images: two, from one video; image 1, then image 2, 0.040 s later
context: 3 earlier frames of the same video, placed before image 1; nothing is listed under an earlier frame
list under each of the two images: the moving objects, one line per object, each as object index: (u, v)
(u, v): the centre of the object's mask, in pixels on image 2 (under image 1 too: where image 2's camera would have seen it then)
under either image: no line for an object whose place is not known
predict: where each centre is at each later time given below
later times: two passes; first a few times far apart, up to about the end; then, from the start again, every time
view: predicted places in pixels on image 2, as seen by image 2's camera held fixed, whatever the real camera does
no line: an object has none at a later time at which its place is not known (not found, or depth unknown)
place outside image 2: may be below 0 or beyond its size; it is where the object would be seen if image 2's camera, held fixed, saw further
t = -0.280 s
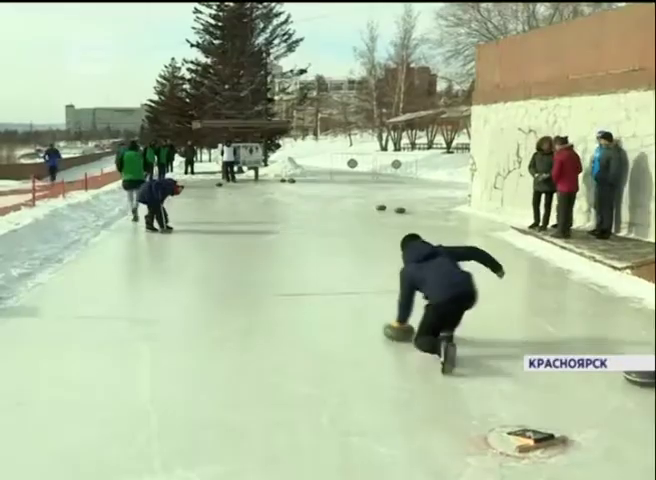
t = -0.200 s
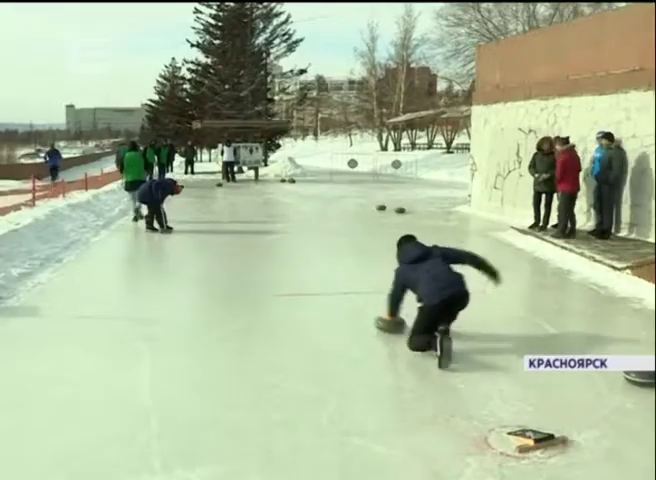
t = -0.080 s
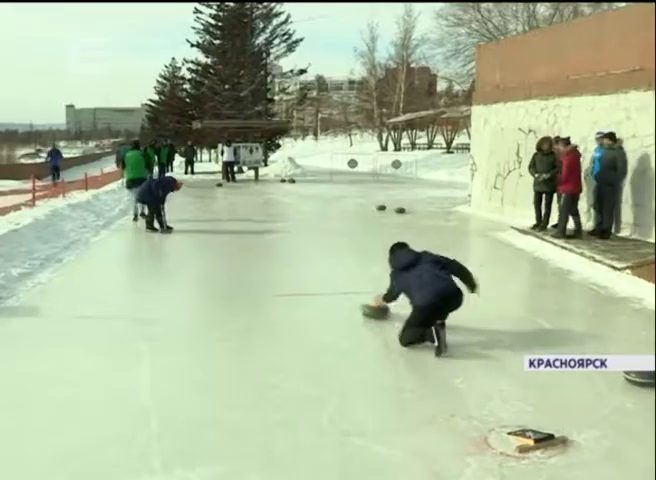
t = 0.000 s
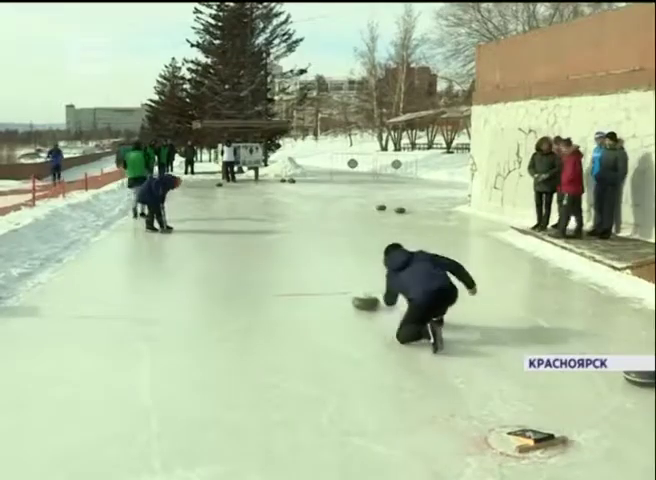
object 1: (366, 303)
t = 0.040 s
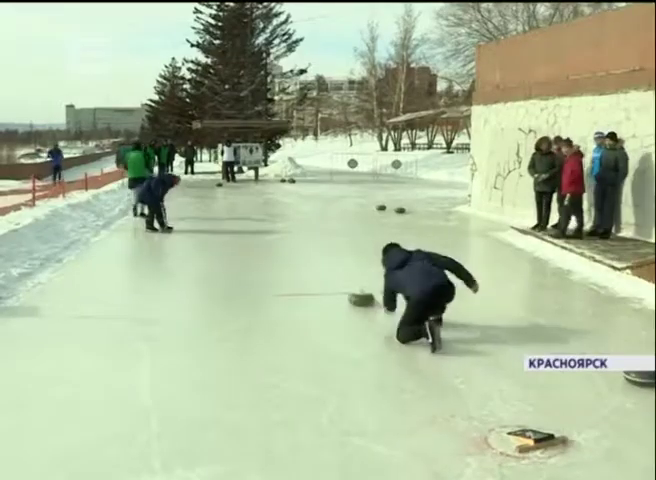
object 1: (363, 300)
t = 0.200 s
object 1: (348, 287)
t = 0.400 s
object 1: (334, 273)
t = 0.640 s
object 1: (317, 260)
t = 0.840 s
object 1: (306, 251)
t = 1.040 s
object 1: (297, 243)
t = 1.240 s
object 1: (290, 237)
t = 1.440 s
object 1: (284, 231)
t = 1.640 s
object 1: (279, 227)
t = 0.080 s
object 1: (359, 296)
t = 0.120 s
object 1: (355, 293)
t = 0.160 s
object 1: (352, 290)
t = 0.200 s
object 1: (348, 287)
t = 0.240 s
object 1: (346, 284)
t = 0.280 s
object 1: (343, 281)
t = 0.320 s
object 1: (340, 279)
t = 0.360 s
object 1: (336, 276)
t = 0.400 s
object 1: (334, 273)
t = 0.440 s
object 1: (331, 271)
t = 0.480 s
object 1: (328, 268)
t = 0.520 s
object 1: (328, 267)
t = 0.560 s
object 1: (325, 265)
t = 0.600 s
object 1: (322, 263)
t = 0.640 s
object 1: (317, 260)
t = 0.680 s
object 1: (316, 258)
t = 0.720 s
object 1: (312, 256)
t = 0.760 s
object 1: (312, 255)
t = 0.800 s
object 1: (308, 253)
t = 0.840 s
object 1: (306, 251)
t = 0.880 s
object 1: (304, 249)
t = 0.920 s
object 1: (302, 248)
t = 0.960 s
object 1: (300, 246)
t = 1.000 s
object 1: (300, 245)
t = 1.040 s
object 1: (297, 243)
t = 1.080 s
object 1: (296, 242)
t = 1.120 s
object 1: (294, 240)
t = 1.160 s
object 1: (293, 239)
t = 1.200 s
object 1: (292, 238)
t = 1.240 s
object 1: (290, 237)
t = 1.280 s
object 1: (289, 236)
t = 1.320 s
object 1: (288, 234)
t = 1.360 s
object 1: (286, 233)
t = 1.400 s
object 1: (286, 232)
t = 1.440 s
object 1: (284, 231)
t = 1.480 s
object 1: (283, 230)
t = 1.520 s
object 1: (282, 230)
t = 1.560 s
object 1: (280, 228)
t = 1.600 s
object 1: (280, 228)
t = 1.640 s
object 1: (279, 227)
